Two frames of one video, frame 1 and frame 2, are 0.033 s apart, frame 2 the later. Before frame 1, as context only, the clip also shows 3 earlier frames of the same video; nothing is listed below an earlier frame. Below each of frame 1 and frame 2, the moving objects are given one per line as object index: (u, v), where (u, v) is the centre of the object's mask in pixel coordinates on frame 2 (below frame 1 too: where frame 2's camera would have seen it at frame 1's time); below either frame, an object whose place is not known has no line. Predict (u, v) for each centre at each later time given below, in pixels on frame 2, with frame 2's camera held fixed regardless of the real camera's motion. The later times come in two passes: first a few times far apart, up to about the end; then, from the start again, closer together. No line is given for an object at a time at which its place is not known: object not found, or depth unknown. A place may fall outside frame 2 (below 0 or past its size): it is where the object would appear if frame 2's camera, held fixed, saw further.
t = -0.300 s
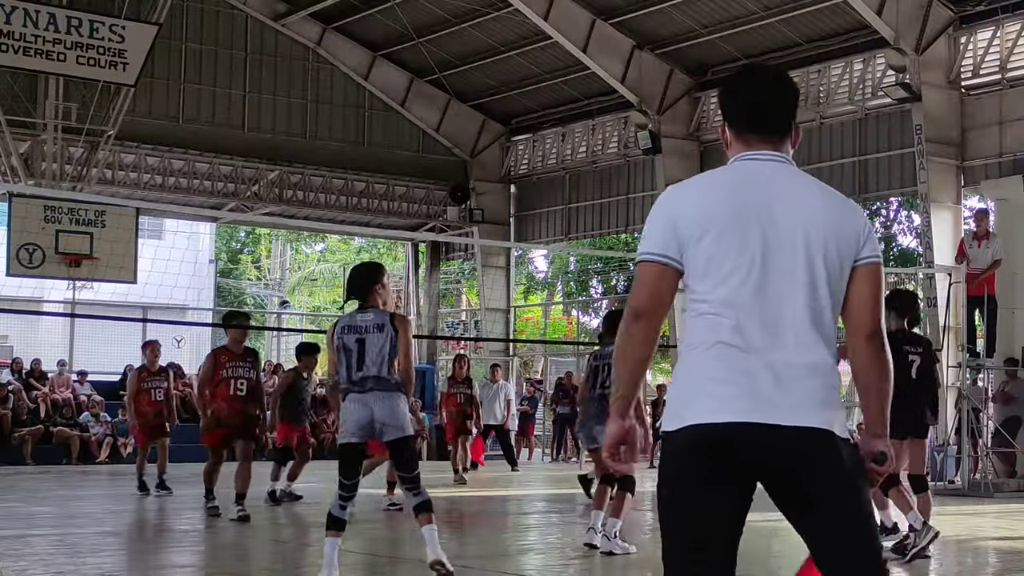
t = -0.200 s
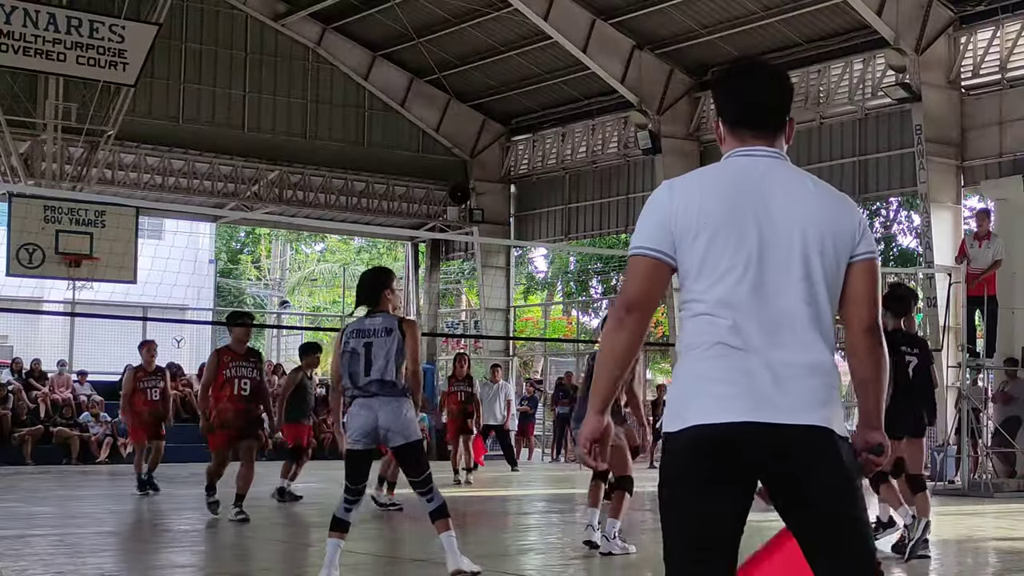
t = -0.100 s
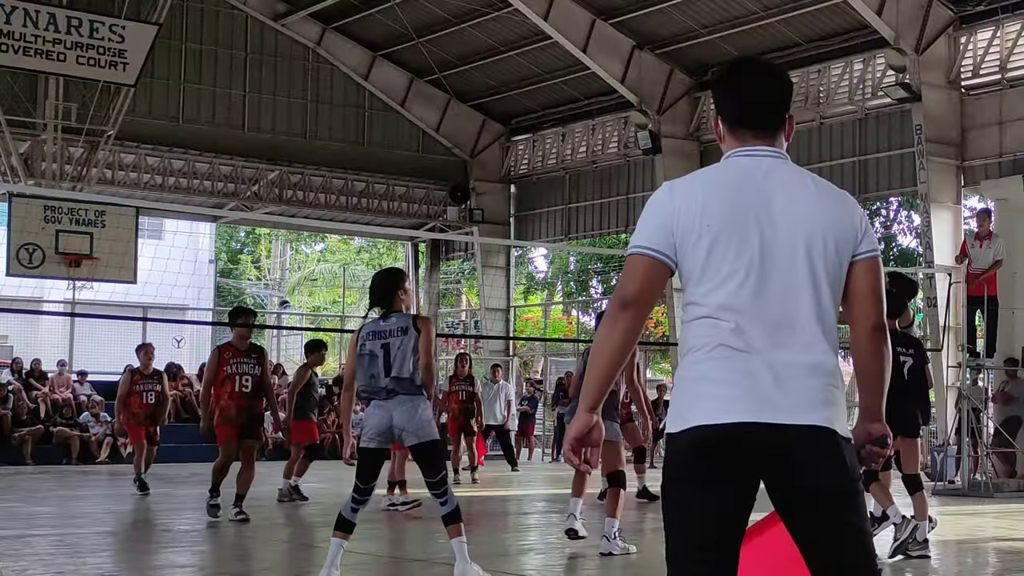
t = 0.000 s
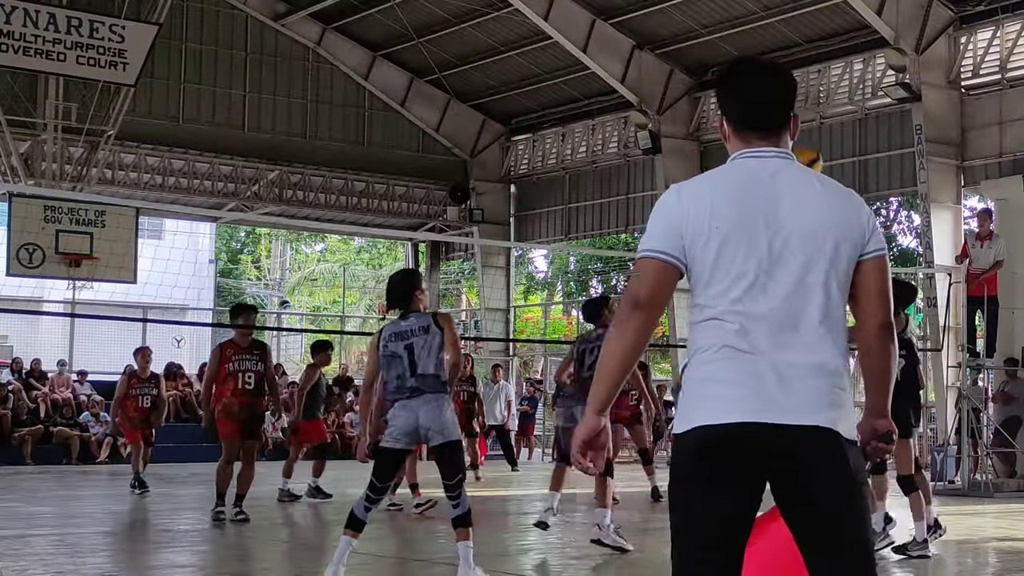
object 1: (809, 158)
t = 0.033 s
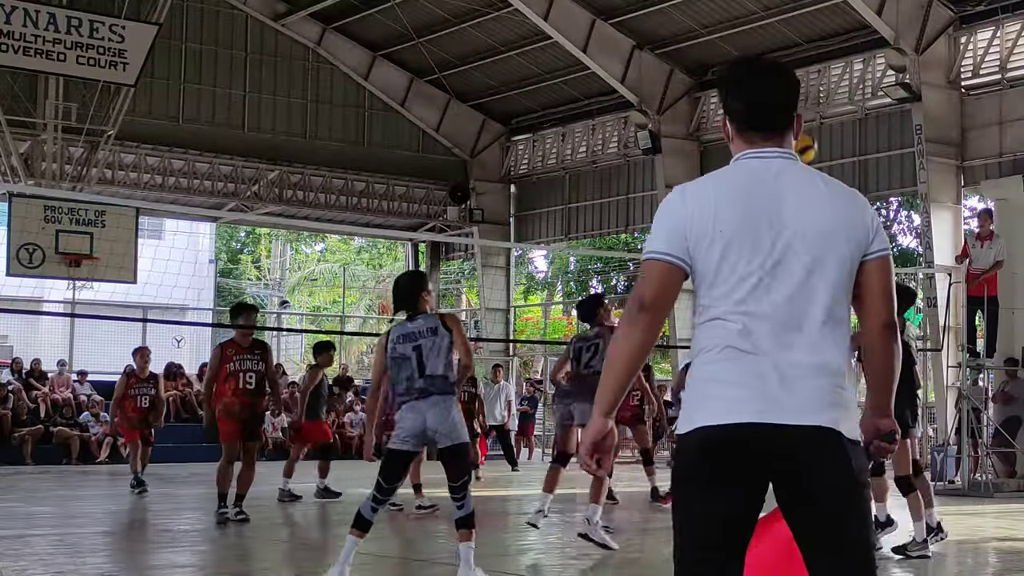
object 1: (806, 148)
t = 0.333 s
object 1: (759, 75)
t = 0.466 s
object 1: (741, 84)
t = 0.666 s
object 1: (717, 130)
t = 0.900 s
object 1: (690, 242)
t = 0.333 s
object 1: (759, 75)
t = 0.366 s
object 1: (754, 75)
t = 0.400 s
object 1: (750, 76)
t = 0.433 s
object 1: (746, 79)
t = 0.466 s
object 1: (741, 84)
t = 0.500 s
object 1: (737, 87)
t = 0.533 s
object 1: (733, 94)
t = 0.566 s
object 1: (729, 101)
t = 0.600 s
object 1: (725, 110)
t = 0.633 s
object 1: (722, 120)
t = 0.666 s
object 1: (717, 130)
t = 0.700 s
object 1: (713, 143)
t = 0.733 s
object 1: (710, 157)
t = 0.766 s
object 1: (706, 171)
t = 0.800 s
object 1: (702, 188)
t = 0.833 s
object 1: (698, 205)
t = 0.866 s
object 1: (694, 222)
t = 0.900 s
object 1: (690, 242)
